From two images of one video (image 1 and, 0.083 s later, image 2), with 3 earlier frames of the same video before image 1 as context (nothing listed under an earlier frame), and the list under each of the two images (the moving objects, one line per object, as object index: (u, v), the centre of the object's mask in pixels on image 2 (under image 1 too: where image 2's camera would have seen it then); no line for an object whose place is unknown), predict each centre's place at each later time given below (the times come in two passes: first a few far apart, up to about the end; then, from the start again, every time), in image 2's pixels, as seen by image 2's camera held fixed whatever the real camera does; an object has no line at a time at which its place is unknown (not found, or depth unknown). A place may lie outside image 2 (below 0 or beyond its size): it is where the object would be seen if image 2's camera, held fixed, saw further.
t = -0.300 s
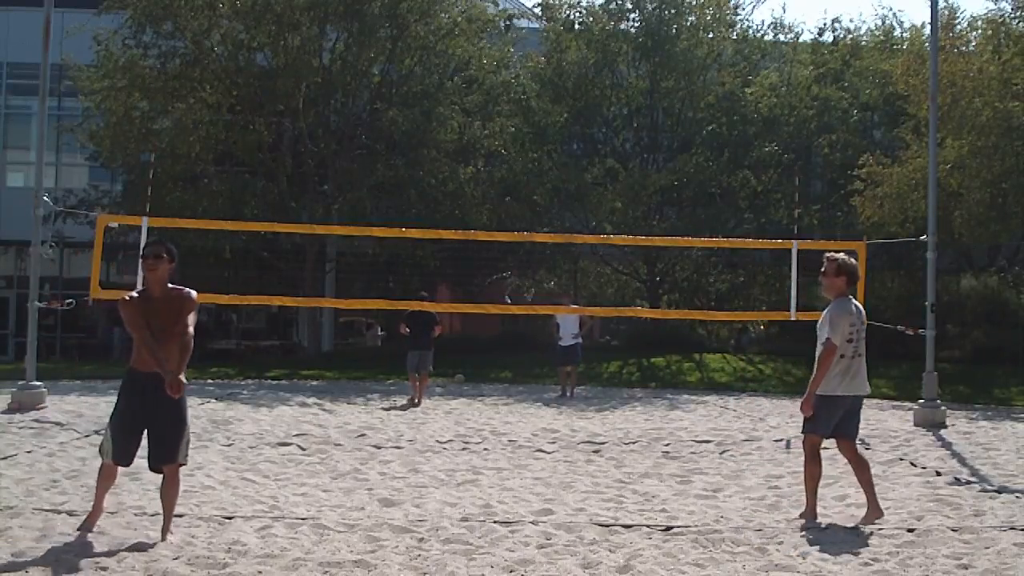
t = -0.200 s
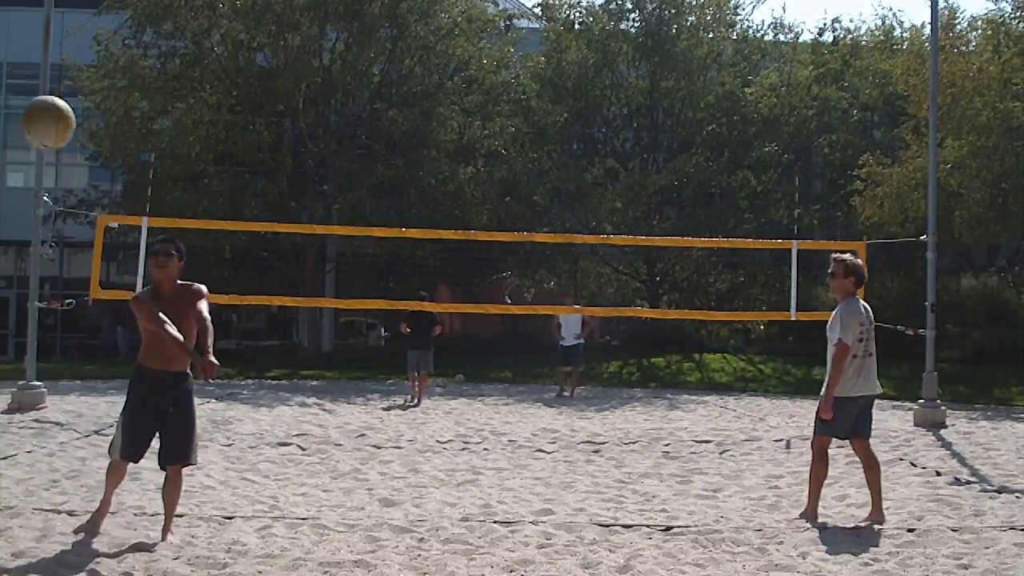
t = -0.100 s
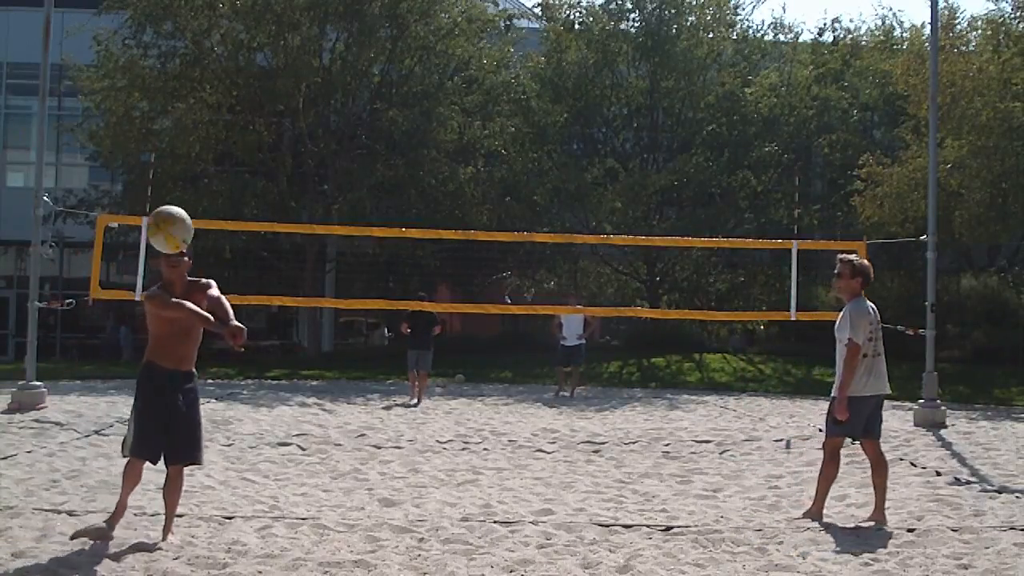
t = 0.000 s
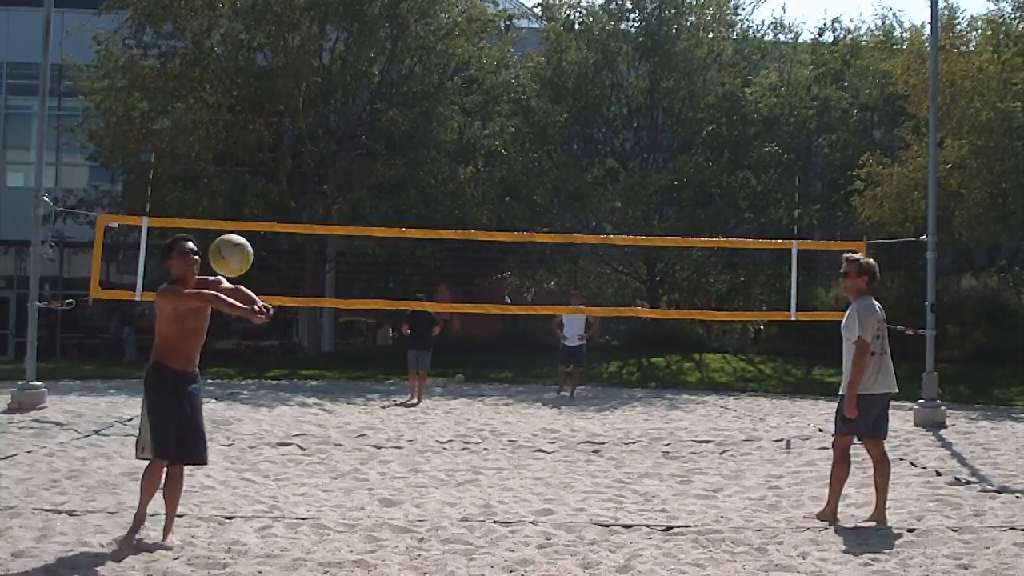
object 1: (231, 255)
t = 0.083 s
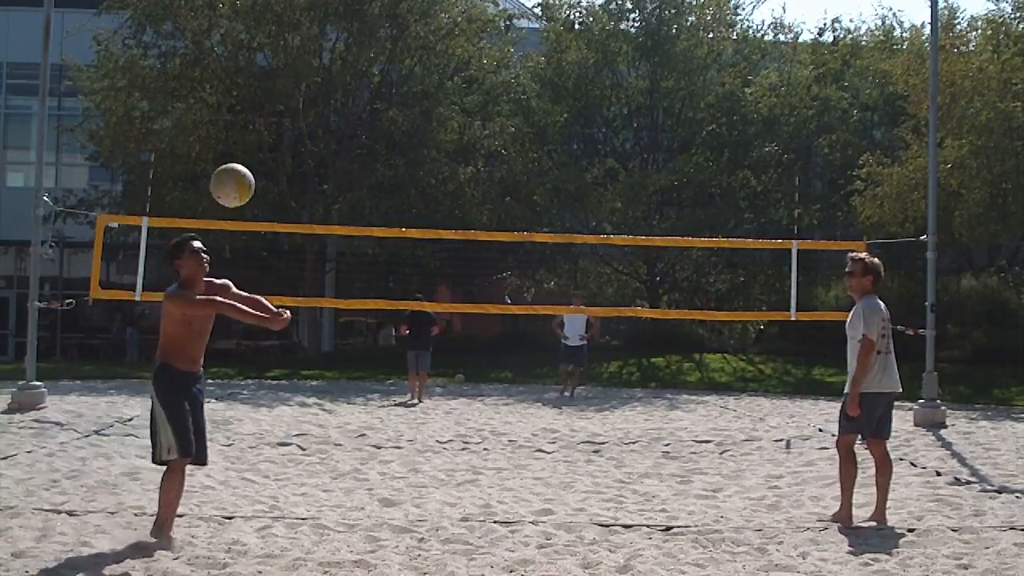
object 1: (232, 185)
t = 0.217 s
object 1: (234, 98)
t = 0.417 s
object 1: (236, 28)
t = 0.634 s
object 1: (234, 39)
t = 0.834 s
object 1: (228, 138)
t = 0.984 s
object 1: (221, 278)
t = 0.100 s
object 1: (232, 173)
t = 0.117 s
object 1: (233, 161)
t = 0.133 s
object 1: (233, 149)
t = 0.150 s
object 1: (233, 138)
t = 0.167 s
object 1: (233, 127)
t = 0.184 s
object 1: (234, 117)
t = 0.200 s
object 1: (234, 107)
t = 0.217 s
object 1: (234, 98)
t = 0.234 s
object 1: (234, 89)
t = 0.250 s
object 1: (234, 81)
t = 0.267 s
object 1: (234, 73)
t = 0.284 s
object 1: (235, 66)
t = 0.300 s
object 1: (235, 59)
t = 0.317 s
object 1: (235, 53)
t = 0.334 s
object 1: (235, 47)
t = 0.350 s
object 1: (236, 42)
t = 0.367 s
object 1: (236, 38)
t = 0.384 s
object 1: (235, 34)
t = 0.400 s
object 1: (235, 31)
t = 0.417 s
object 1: (236, 28)
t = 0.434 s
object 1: (235, 26)
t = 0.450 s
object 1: (235, 24)
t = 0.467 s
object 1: (235, 22)
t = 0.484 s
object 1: (235, 22)
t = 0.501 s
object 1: (235, 21)
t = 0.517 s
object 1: (235, 21)
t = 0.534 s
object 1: (235, 22)
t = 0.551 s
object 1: (235, 23)
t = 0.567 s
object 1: (235, 24)
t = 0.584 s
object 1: (234, 27)
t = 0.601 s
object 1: (235, 31)
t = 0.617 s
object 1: (234, 34)
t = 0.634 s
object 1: (234, 39)
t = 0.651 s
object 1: (233, 44)
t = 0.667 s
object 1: (233, 49)
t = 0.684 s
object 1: (233, 56)
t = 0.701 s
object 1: (232, 62)
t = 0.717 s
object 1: (232, 69)
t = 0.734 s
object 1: (231, 77)
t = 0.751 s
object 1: (230, 86)
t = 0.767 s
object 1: (230, 95)
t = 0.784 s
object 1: (229, 105)
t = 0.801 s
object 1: (229, 115)
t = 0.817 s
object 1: (228, 126)
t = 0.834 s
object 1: (228, 138)
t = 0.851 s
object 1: (227, 151)
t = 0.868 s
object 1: (227, 165)
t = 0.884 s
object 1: (226, 179)
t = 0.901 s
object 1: (225, 194)
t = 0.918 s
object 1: (225, 209)
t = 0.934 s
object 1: (224, 226)
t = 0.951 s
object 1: (223, 243)
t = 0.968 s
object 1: (222, 260)
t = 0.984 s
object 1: (221, 278)
